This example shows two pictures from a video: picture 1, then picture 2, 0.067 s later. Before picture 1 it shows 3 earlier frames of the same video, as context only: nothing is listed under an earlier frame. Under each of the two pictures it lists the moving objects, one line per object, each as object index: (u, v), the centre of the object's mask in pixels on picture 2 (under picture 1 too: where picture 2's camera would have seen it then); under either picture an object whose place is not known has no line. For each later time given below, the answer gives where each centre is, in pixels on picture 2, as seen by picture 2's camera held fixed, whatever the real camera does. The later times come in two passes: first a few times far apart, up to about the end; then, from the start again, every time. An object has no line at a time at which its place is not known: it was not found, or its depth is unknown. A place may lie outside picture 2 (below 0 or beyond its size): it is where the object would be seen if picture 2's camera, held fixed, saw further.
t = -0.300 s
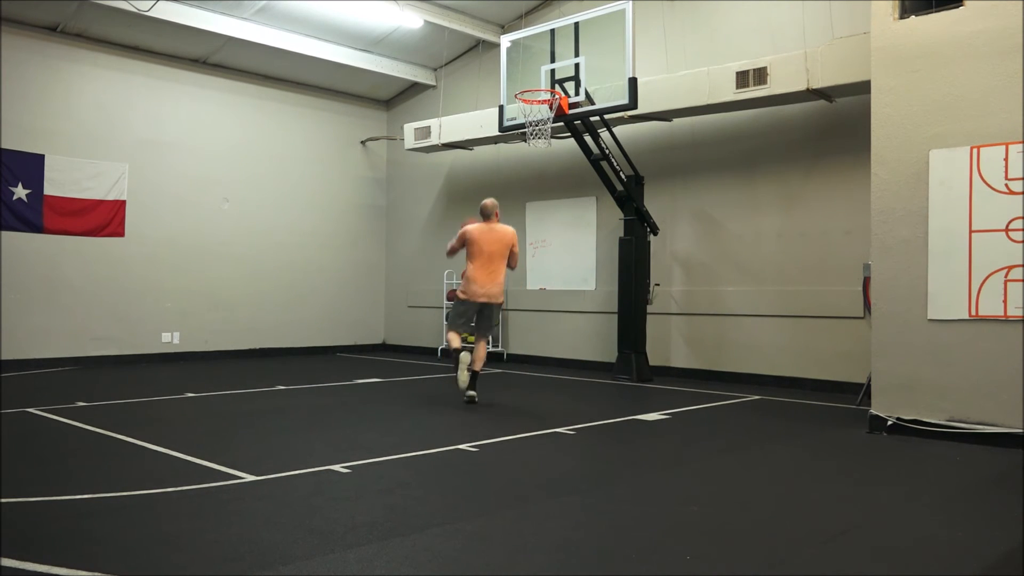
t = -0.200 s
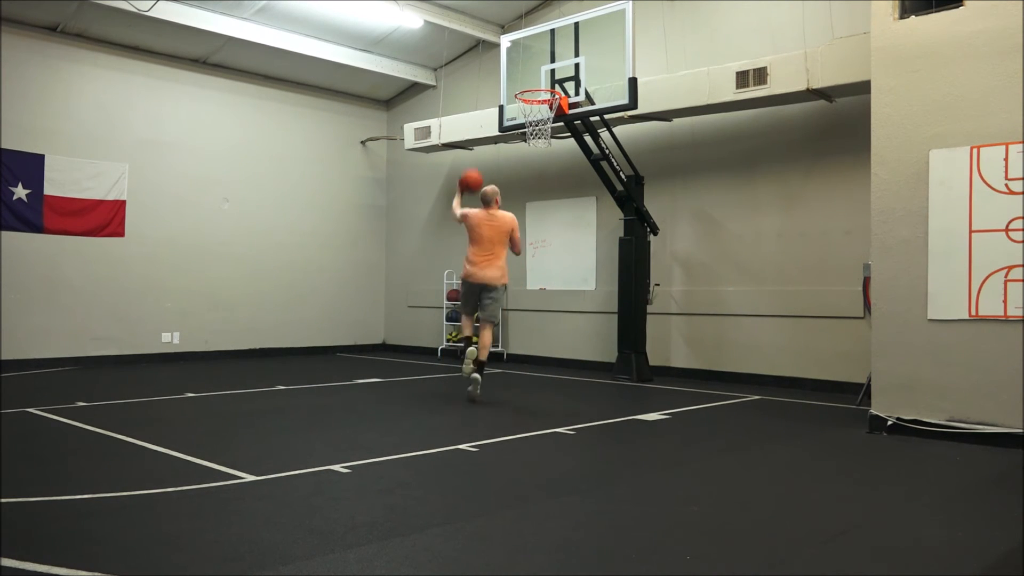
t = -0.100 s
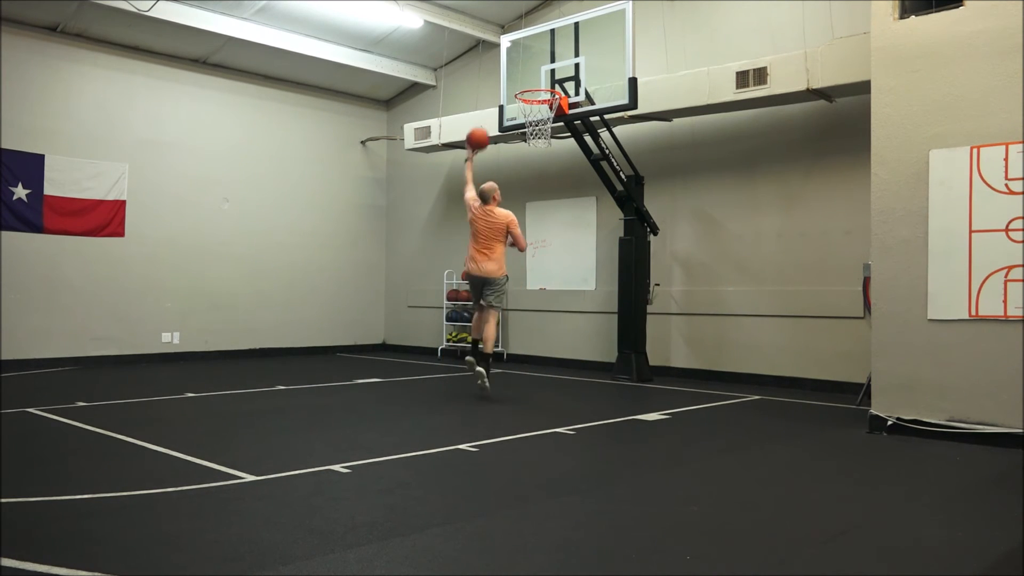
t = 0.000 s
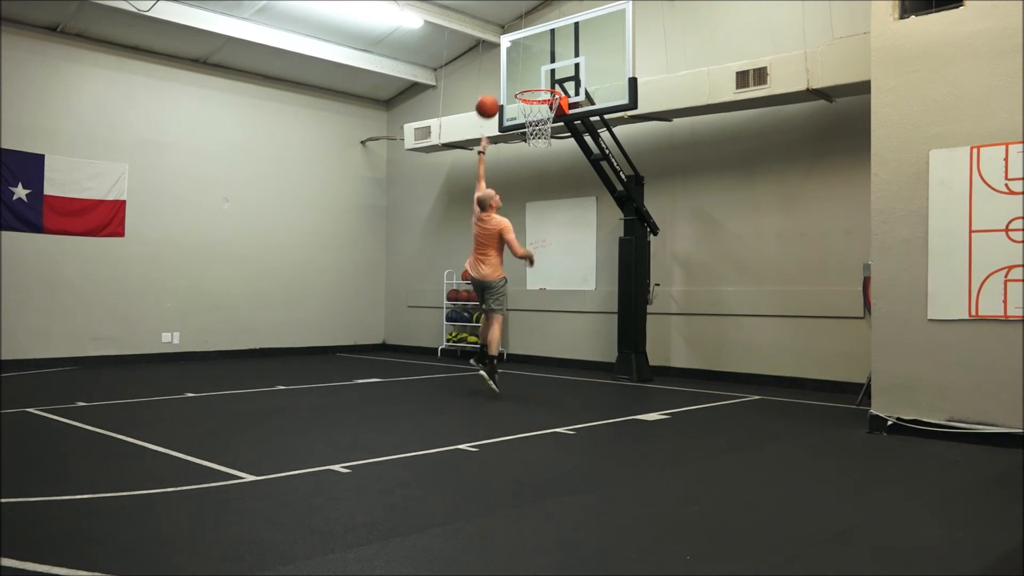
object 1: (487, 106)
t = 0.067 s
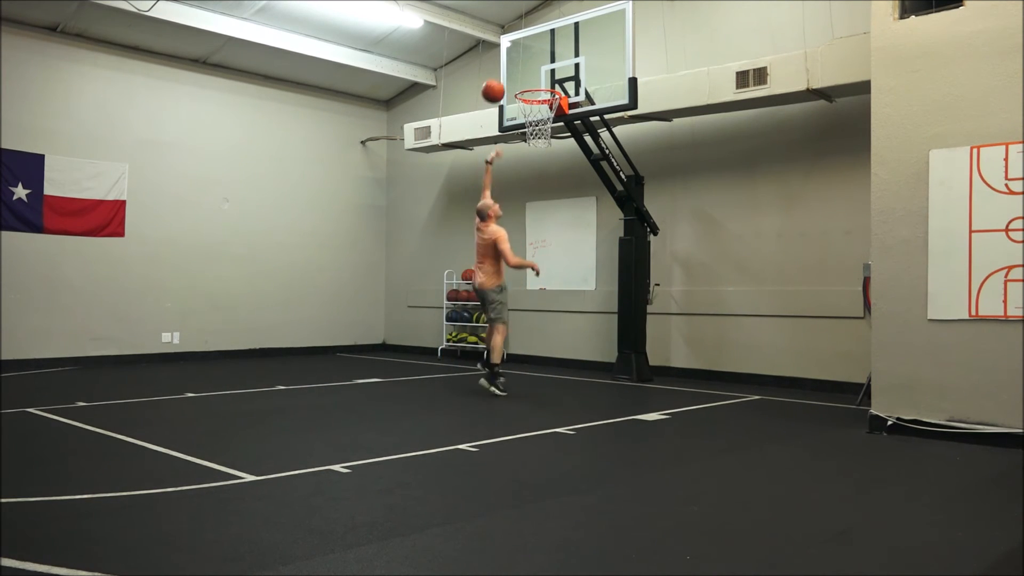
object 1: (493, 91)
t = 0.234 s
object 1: (508, 70)
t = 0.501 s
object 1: (529, 91)
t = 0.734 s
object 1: (553, 110)
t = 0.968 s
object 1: (550, 143)
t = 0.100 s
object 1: (496, 85)
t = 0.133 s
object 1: (499, 79)
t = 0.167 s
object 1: (502, 76)
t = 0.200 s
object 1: (505, 72)
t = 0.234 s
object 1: (508, 70)
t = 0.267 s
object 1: (510, 69)
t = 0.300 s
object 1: (513, 70)
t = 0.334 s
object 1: (516, 70)
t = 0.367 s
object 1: (519, 72)
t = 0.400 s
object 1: (521, 75)
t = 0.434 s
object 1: (524, 79)
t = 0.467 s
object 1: (526, 82)
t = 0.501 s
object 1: (529, 91)
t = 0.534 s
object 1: (532, 92)
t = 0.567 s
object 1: (536, 93)
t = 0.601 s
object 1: (540, 95)
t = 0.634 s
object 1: (544, 98)
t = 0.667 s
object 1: (548, 101)
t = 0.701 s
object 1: (551, 106)
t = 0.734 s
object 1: (553, 110)
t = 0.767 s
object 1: (555, 116)
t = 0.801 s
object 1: (556, 119)
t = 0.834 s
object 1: (556, 123)
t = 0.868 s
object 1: (555, 126)
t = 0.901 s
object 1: (553, 131)
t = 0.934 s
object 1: (552, 137)
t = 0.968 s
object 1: (550, 143)
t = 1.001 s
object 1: (548, 151)
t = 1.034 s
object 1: (547, 159)
